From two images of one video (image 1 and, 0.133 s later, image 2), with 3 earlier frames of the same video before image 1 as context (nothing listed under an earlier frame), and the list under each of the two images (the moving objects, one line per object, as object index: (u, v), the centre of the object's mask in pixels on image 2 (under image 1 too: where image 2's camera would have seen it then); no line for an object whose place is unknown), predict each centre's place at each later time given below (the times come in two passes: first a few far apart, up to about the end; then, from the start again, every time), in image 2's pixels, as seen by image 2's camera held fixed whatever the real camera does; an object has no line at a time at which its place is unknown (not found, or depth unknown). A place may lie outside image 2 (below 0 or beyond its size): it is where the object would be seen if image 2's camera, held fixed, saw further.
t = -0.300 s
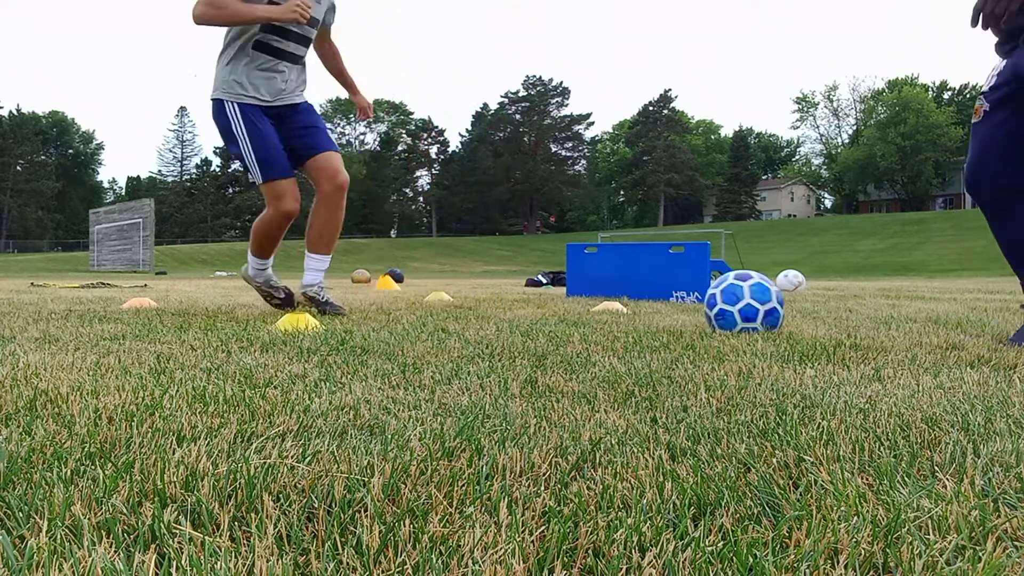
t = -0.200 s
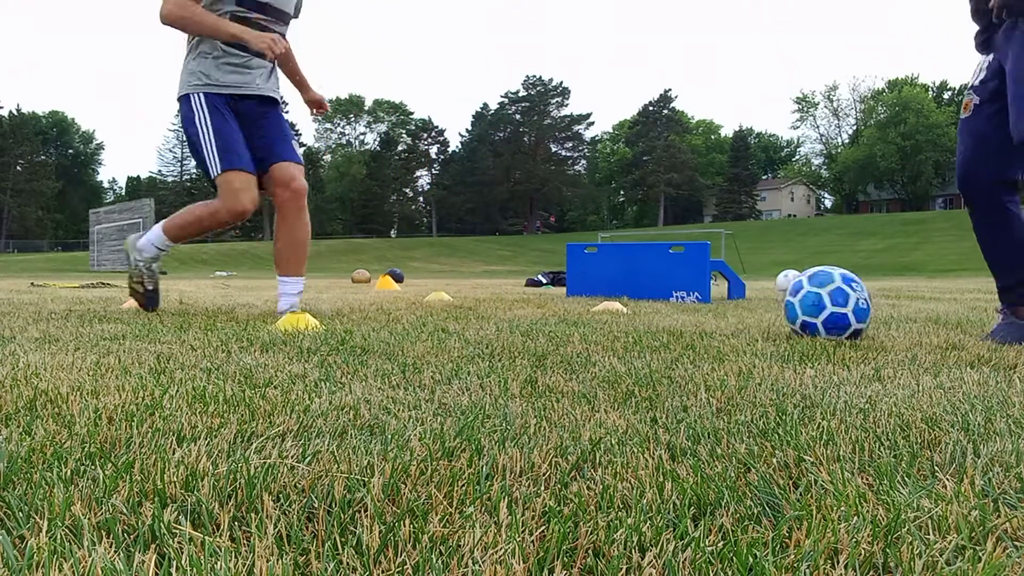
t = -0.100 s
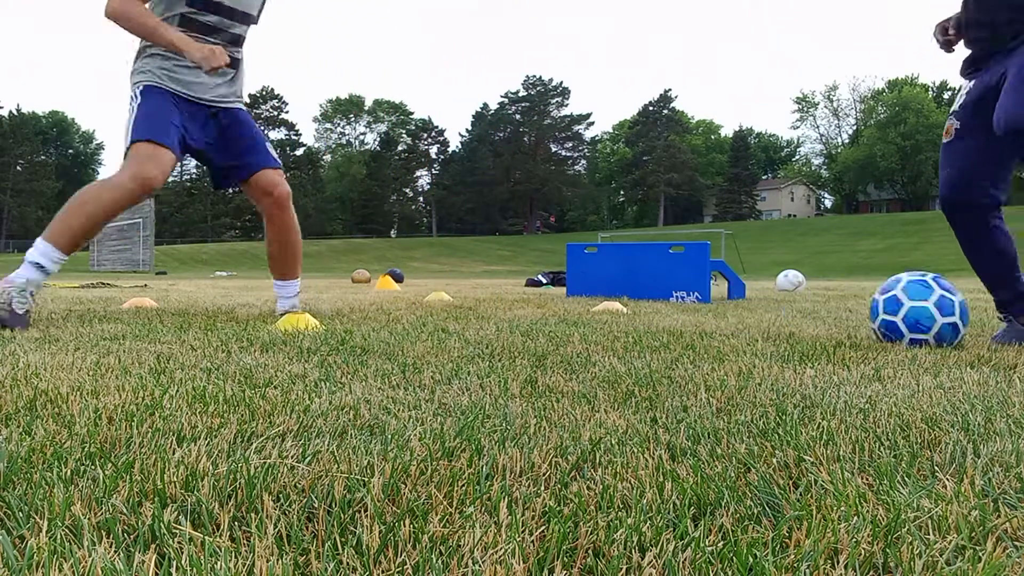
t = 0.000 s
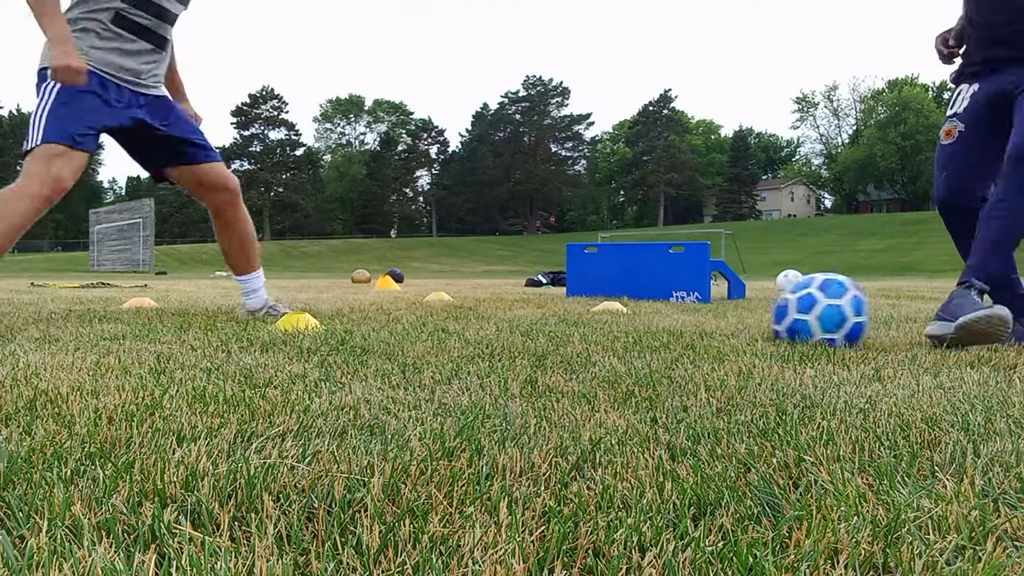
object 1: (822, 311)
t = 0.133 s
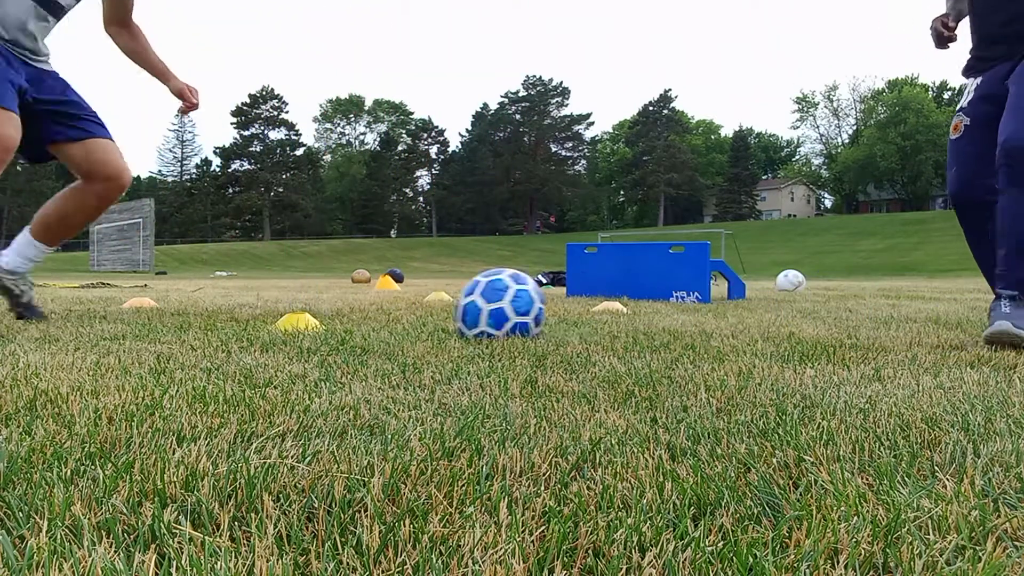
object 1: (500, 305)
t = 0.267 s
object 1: (253, 305)
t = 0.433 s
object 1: (34, 296)
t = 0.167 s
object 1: (437, 303)
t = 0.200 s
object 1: (376, 301)
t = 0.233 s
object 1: (314, 302)
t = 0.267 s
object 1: (253, 305)
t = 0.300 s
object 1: (197, 307)
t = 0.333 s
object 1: (149, 306)
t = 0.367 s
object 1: (106, 303)
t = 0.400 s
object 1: (63, 300)
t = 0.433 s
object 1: (34, 296)
